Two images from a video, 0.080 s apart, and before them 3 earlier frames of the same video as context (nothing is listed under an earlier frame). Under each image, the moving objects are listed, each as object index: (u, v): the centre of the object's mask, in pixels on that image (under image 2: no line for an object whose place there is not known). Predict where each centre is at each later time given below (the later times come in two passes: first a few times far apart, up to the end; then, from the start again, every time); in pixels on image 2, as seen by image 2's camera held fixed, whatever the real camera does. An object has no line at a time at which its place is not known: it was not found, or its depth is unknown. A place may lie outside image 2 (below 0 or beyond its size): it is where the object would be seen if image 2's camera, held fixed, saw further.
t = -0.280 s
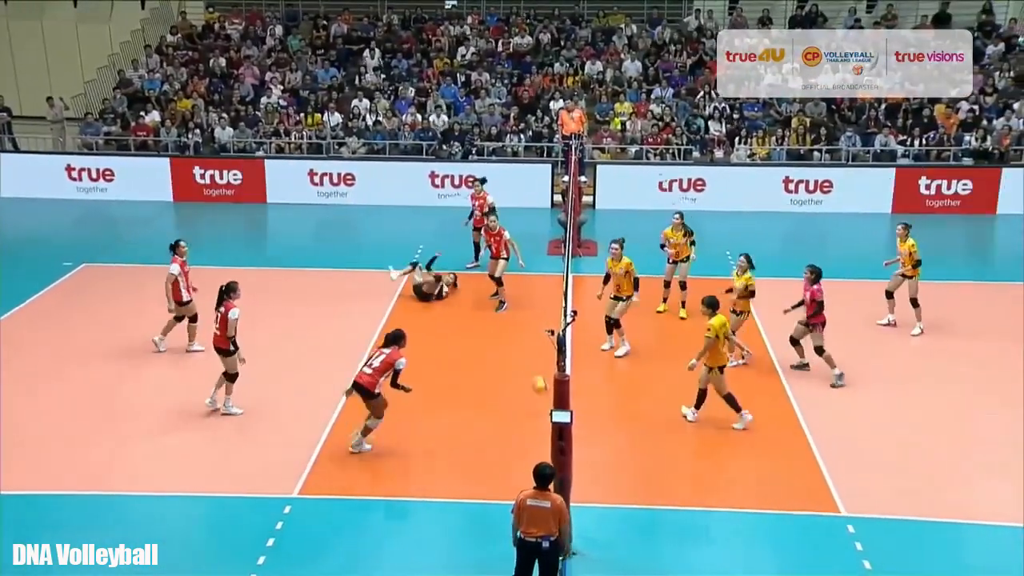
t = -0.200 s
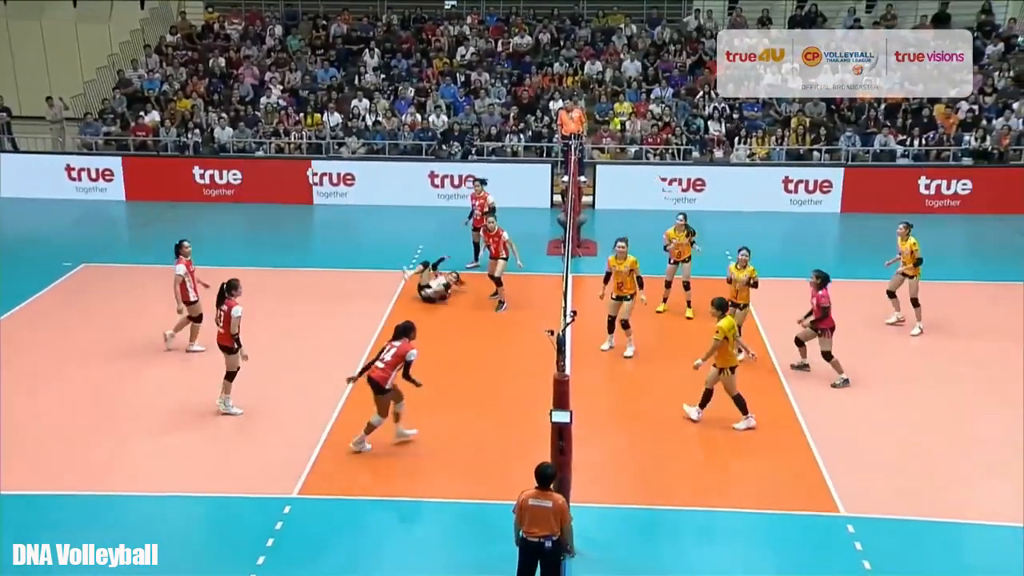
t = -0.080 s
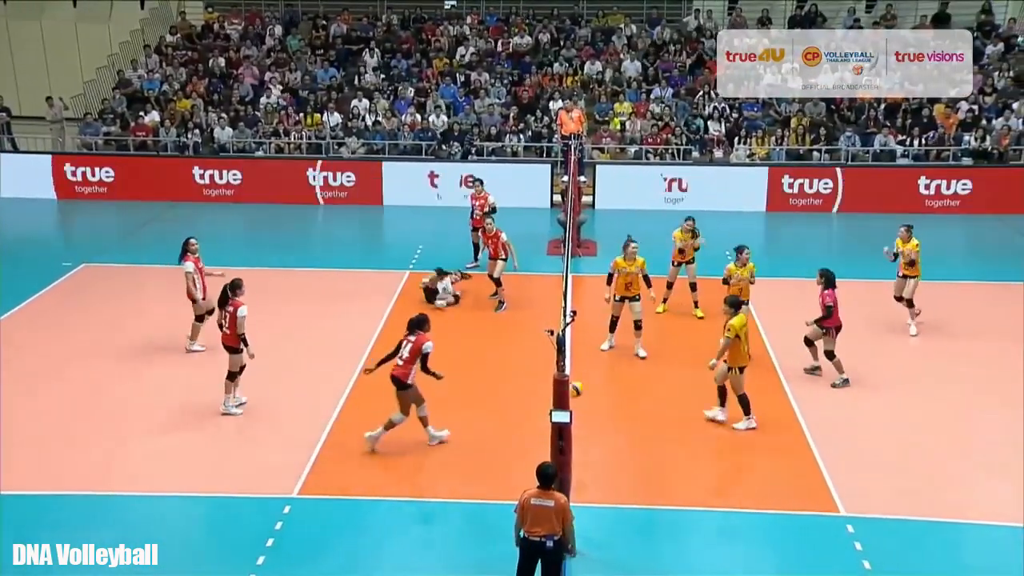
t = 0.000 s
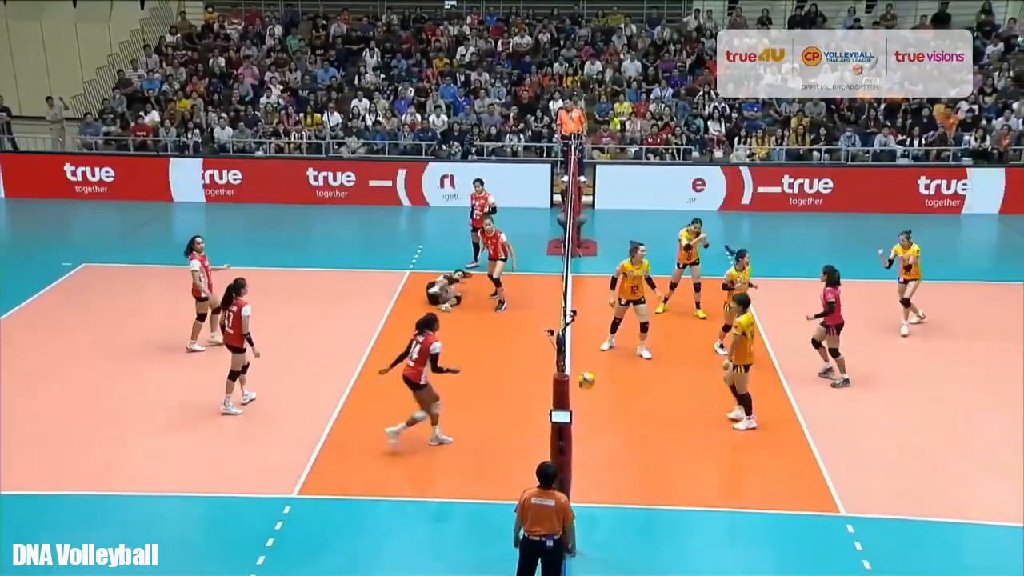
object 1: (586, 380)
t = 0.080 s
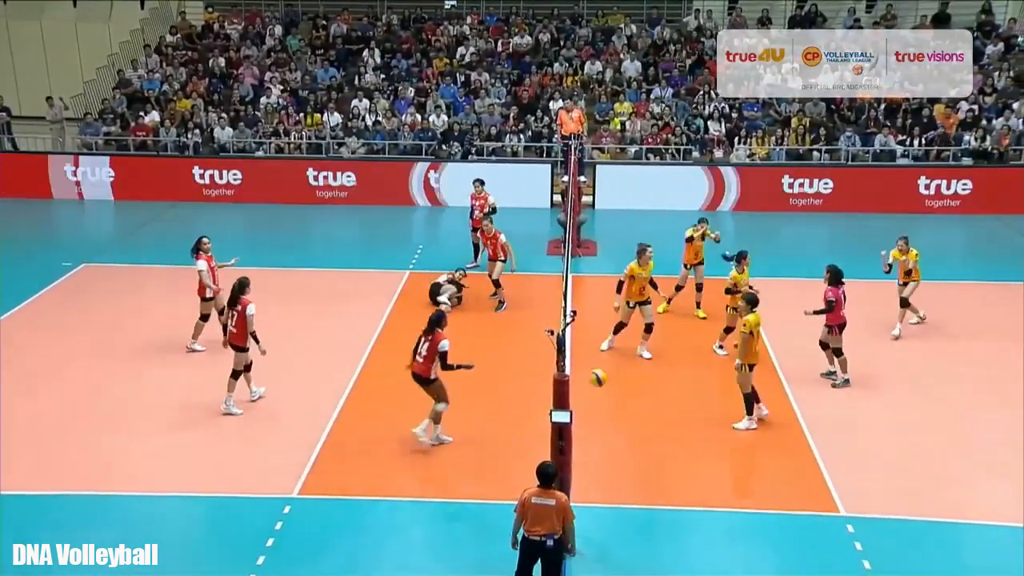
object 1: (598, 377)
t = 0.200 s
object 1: (616, 382)
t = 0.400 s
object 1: (648, 420)
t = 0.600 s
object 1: (682, 497)
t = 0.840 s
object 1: (729, 560)
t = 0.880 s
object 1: (739, 558)
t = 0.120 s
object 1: (604, 378)
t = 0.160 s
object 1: (610, 379)
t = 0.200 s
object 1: (616, 382)
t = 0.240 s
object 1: (622, 387)
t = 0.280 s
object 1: (629, 393)
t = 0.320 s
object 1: (635, 401)
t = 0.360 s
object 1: (642, 410)
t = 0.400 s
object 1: (648, 420)
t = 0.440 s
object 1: (655, 432)
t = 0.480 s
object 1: (662, 446)
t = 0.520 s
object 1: (668, 462)
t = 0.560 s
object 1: (676, 479)
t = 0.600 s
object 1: (682, 497)
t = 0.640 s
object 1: (689, 519)
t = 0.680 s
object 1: (695, 540)
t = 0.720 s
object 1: (702, 564)
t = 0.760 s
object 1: (711, 566)
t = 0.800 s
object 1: (720, 563)
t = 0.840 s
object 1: (729, 560)
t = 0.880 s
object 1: (739, 558)
